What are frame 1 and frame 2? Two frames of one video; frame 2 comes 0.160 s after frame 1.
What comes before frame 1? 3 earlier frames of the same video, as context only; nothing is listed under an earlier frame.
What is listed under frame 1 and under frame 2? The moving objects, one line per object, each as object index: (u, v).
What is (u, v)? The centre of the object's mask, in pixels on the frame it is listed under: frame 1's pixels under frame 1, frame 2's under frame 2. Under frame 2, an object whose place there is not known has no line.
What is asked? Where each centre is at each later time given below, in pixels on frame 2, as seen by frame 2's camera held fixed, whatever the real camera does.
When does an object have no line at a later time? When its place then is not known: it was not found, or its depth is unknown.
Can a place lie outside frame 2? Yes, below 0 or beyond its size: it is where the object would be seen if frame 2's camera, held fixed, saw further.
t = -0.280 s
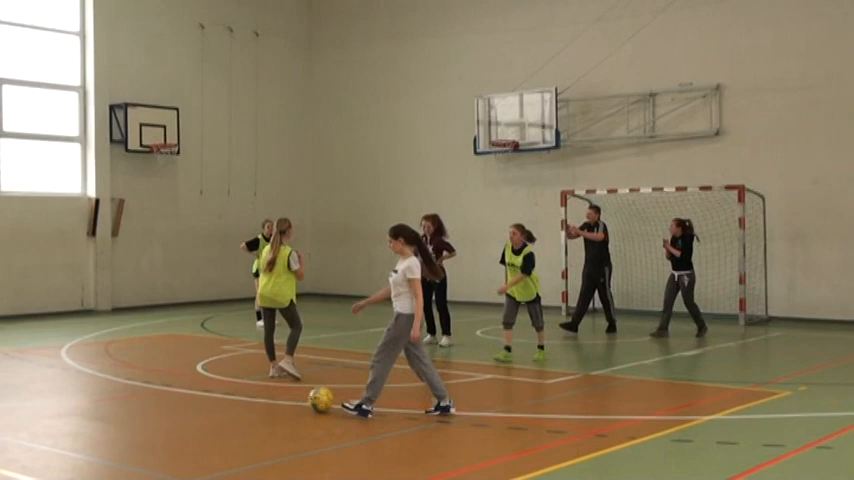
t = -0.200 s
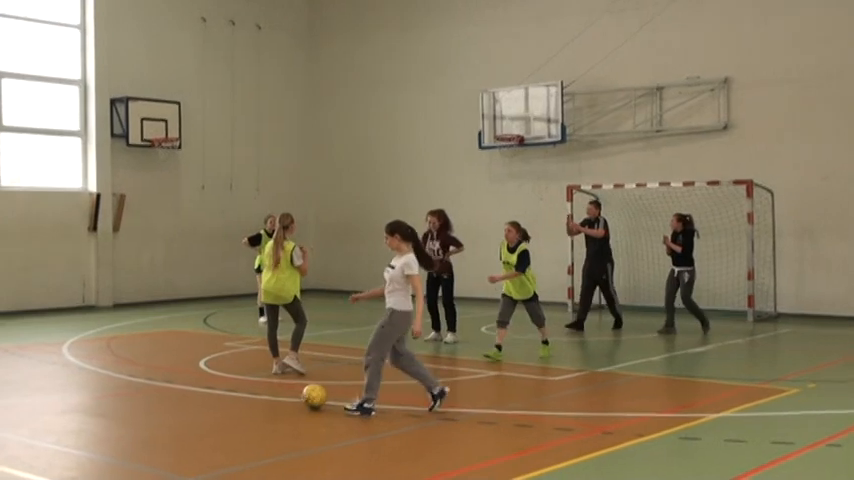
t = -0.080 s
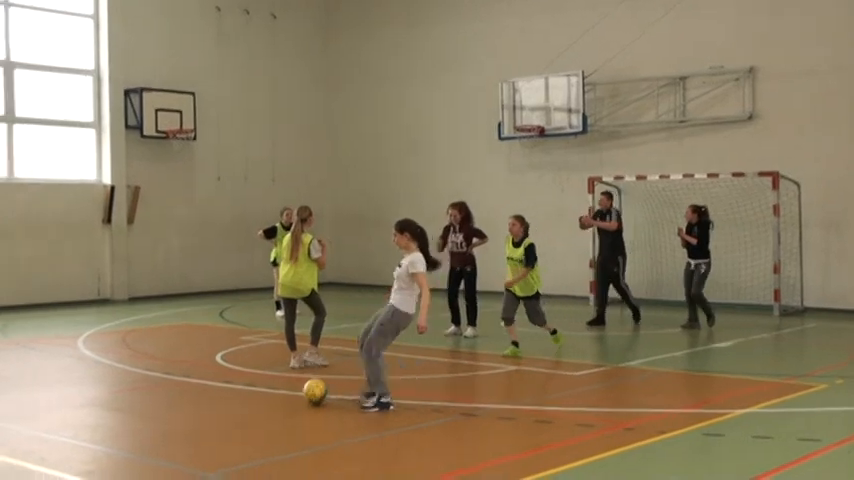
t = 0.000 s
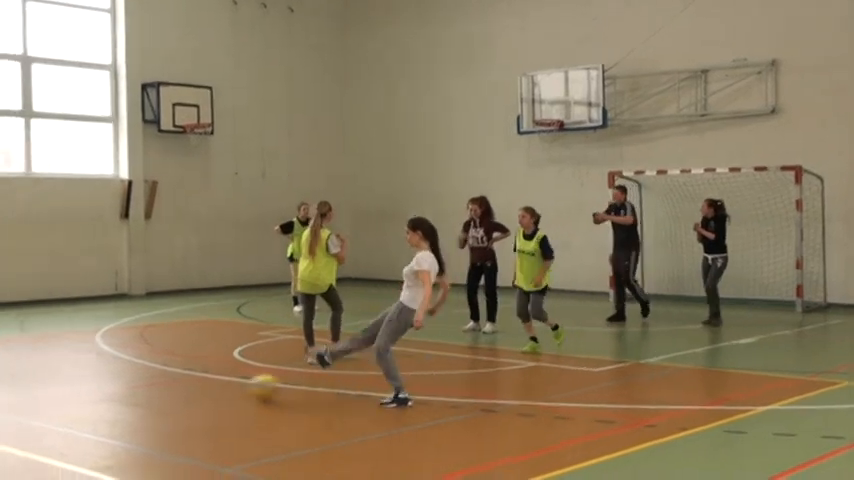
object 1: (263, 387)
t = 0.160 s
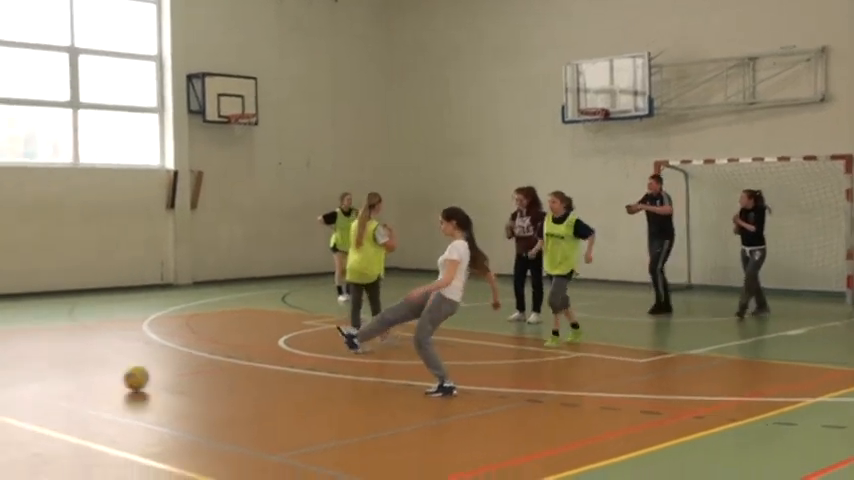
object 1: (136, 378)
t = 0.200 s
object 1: (95, 379)
